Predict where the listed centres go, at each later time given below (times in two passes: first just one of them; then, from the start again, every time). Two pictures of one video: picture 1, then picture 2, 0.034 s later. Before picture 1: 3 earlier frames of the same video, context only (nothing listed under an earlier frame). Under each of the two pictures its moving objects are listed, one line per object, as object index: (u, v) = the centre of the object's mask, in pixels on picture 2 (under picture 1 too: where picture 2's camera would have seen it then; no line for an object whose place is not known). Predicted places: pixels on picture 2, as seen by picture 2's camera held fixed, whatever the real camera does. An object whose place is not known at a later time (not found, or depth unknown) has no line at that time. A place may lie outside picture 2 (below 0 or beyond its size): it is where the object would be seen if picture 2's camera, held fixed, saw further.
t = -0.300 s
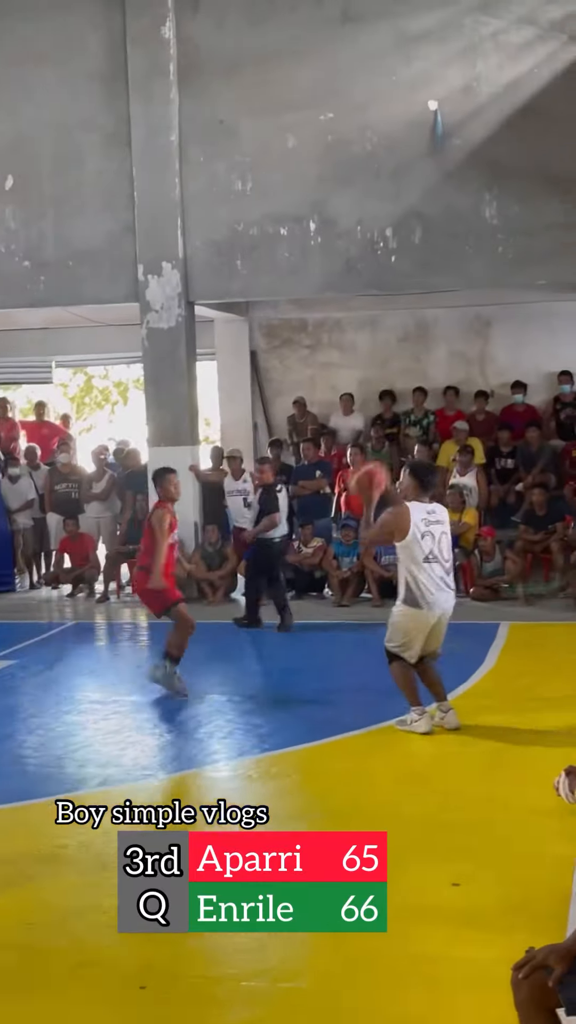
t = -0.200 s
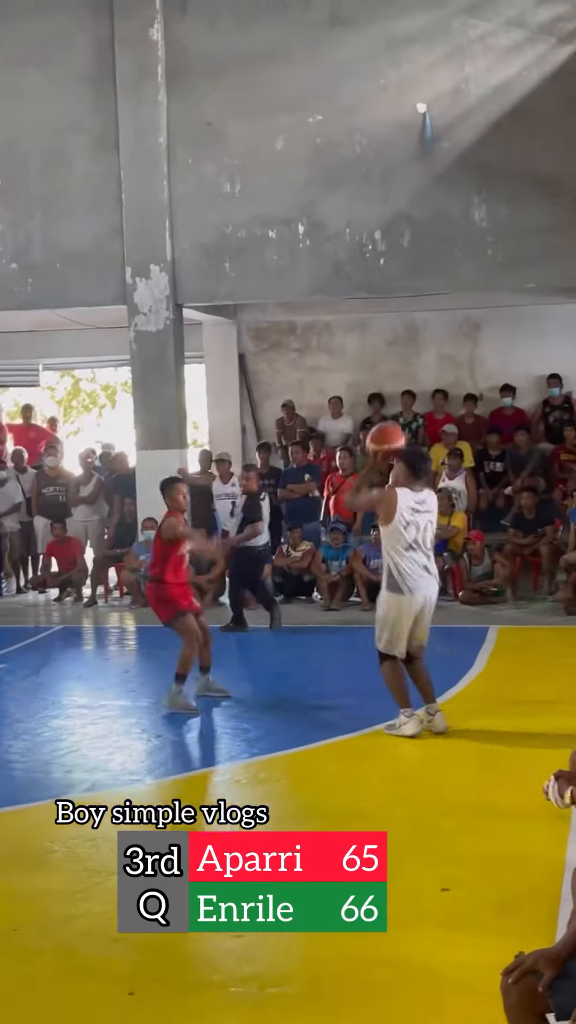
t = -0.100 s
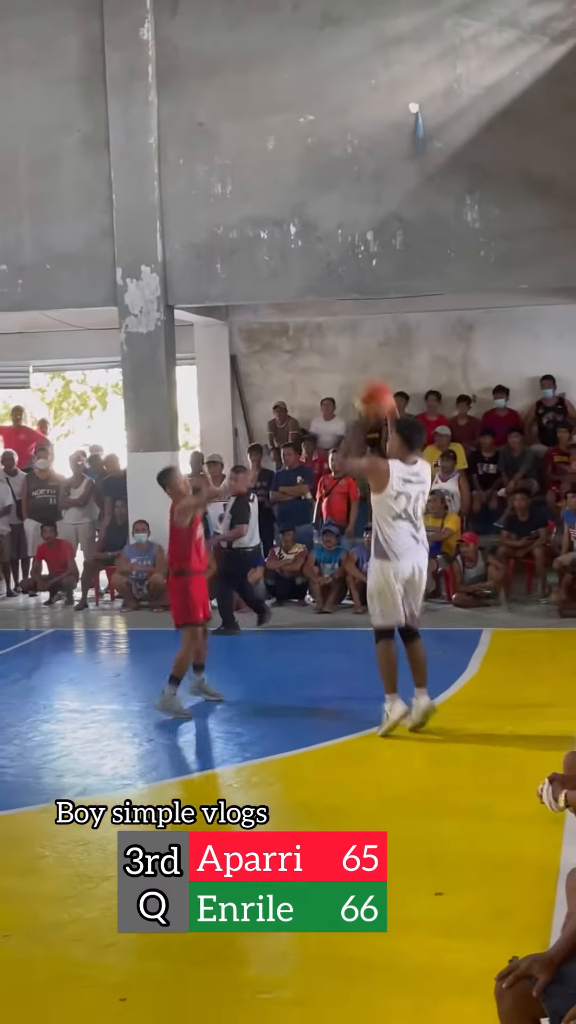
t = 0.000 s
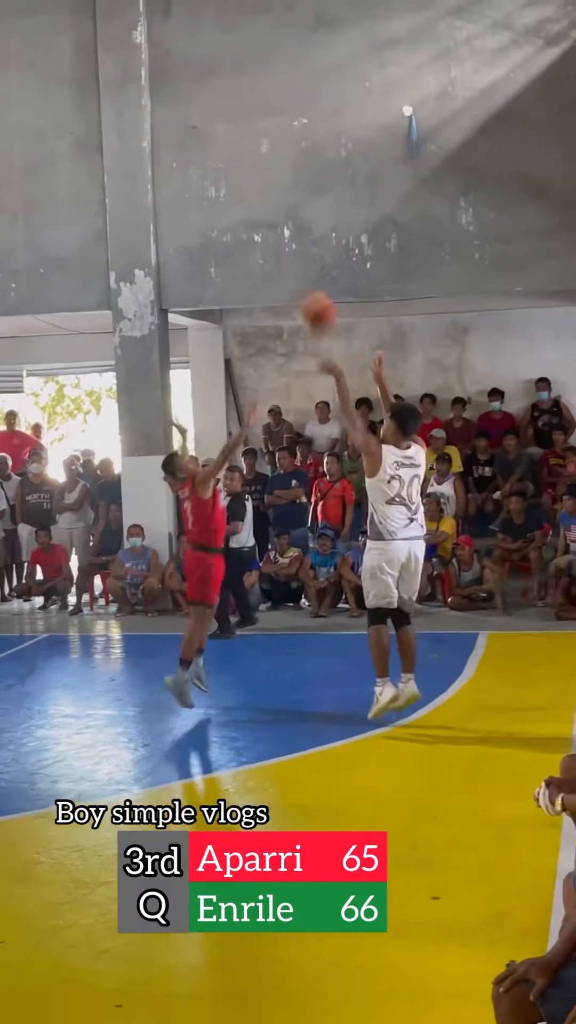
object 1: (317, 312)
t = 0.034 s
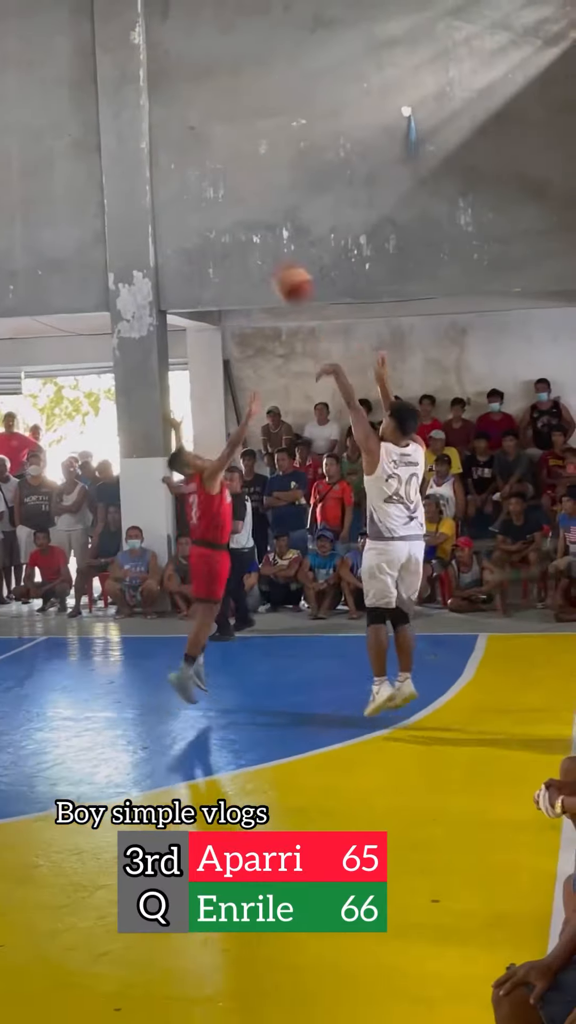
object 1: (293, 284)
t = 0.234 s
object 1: (165, 149)
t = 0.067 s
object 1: (271, 256)
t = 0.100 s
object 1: (248, 230)
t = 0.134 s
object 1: (227, 207)
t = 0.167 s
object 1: (205, 186)
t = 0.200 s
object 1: (185, 166)
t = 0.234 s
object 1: (165, 149)
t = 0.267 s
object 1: (143, 135)
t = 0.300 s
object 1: (127, 119)
